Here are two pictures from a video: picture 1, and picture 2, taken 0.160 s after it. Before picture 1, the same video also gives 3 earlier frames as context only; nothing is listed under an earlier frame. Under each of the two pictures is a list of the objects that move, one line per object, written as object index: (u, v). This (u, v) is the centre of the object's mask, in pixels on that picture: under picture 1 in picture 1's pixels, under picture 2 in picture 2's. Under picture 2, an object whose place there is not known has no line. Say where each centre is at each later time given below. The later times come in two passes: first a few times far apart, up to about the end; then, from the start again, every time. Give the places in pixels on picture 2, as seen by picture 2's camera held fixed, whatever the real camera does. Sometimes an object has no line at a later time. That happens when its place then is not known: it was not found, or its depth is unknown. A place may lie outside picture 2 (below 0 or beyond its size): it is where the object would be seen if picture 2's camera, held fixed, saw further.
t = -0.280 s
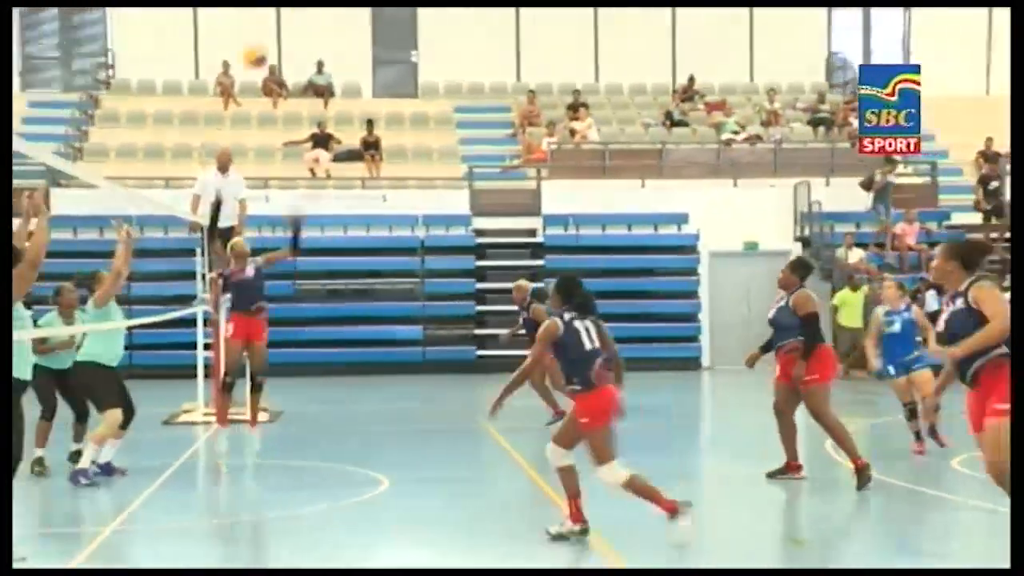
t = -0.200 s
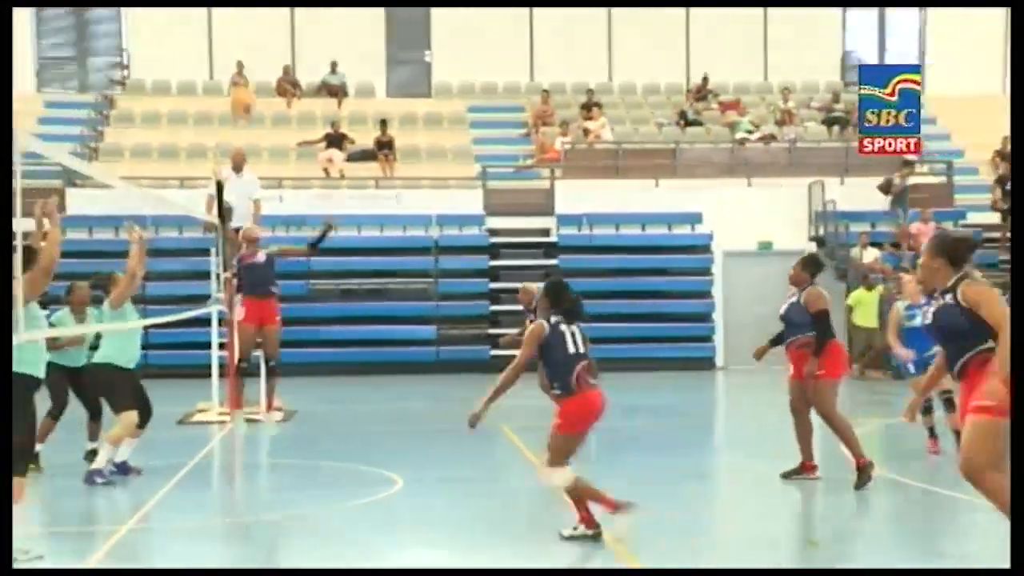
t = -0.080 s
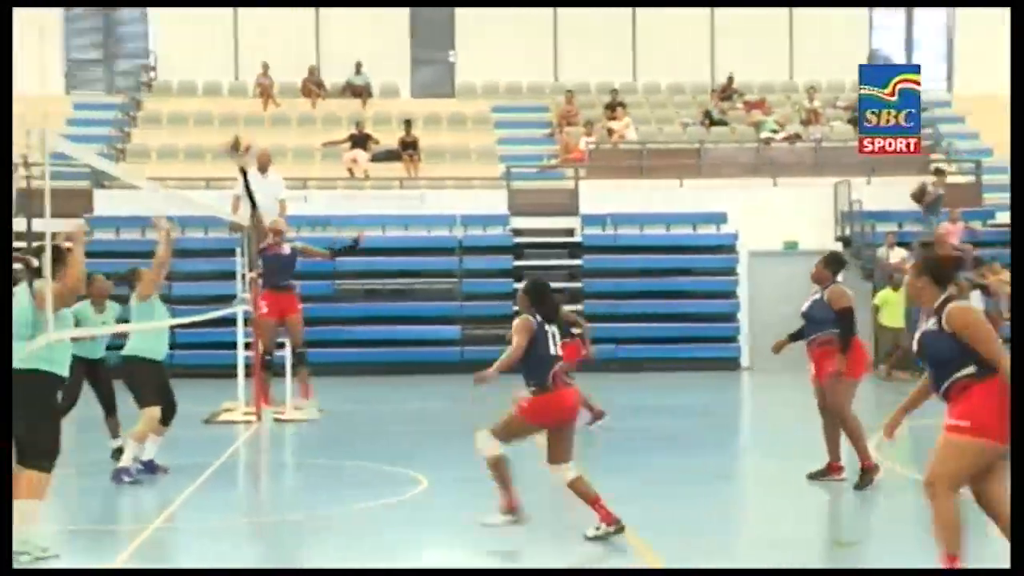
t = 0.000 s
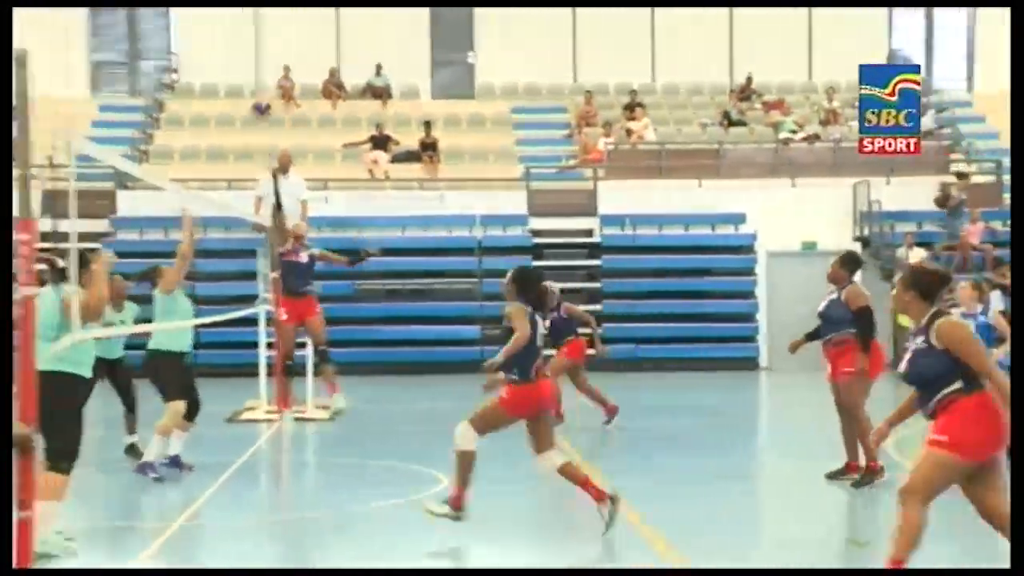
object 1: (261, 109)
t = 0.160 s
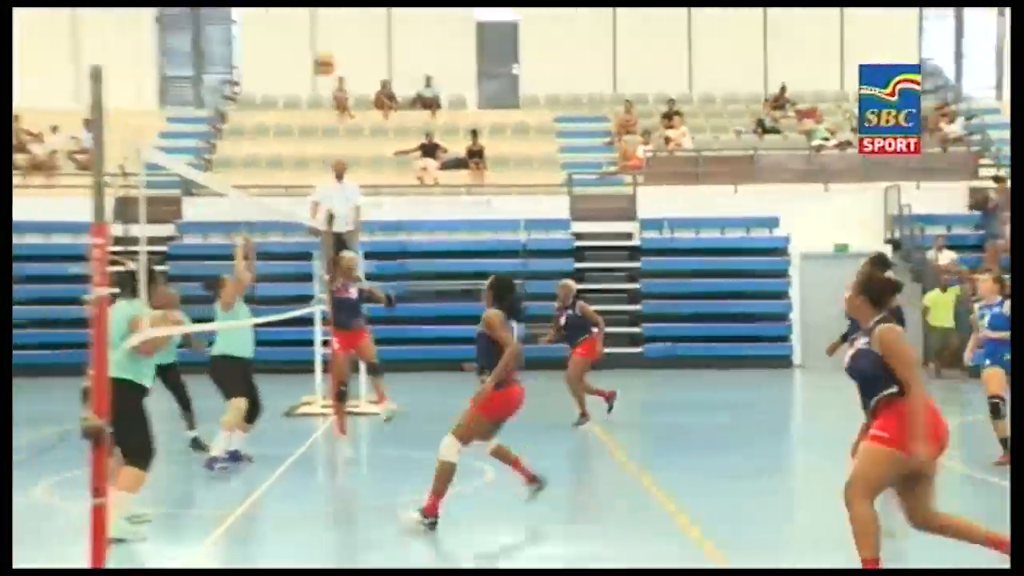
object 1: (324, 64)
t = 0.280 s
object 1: (329, 40)
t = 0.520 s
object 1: (341, 46)
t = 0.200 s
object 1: (326, 55)
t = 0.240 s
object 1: (327, 47)
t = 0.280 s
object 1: (329, 40)
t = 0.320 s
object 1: (330, 35)
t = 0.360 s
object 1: (333, 35)
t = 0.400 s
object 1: (334, 35)
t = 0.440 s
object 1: (336, 35)
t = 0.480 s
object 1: (338, 40)
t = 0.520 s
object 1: (341, 46)
